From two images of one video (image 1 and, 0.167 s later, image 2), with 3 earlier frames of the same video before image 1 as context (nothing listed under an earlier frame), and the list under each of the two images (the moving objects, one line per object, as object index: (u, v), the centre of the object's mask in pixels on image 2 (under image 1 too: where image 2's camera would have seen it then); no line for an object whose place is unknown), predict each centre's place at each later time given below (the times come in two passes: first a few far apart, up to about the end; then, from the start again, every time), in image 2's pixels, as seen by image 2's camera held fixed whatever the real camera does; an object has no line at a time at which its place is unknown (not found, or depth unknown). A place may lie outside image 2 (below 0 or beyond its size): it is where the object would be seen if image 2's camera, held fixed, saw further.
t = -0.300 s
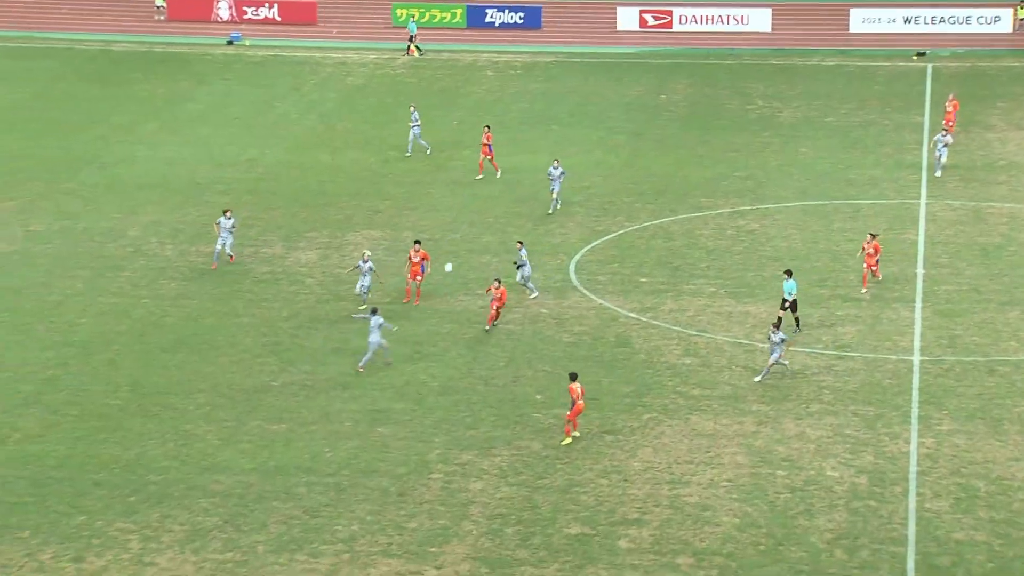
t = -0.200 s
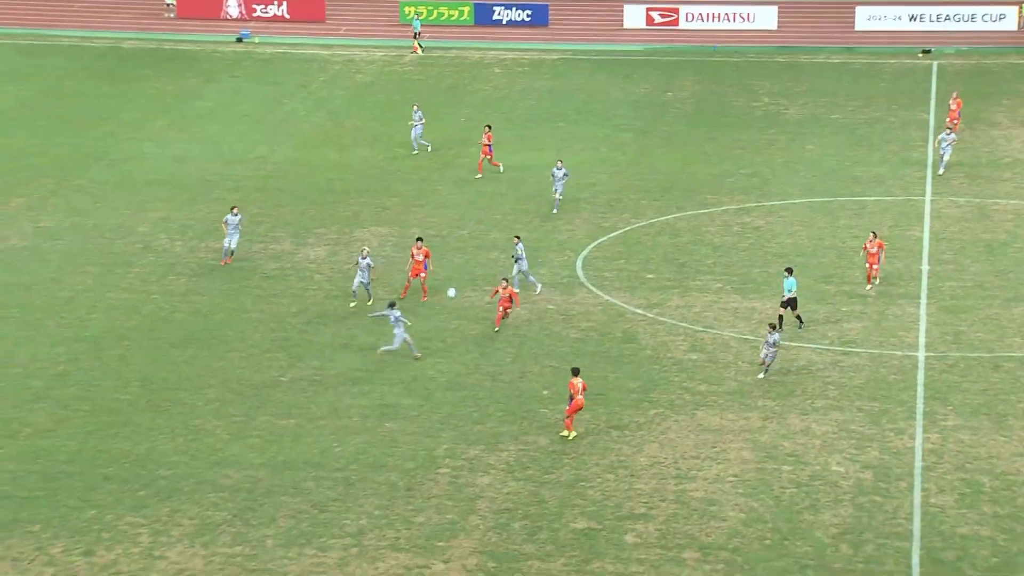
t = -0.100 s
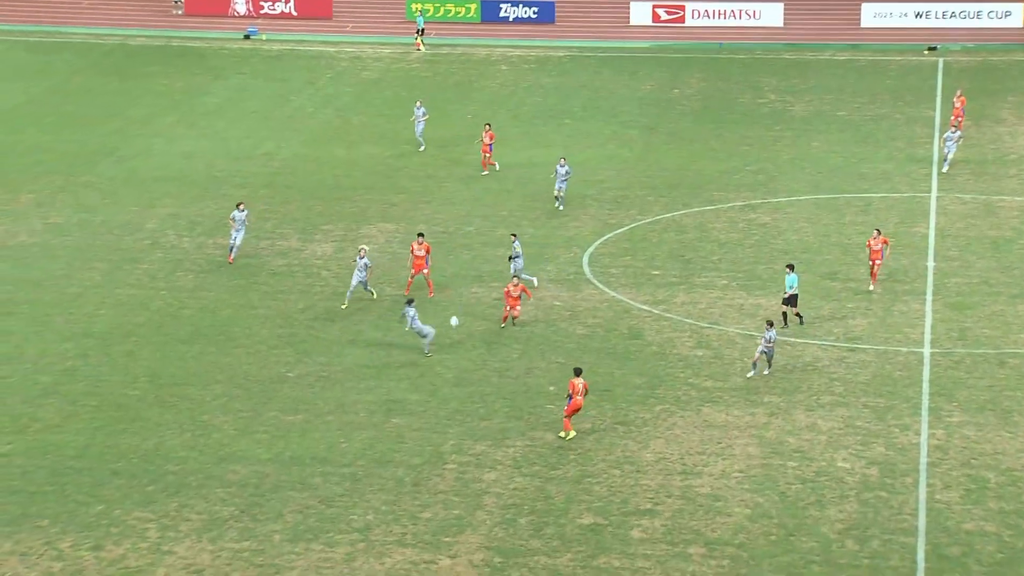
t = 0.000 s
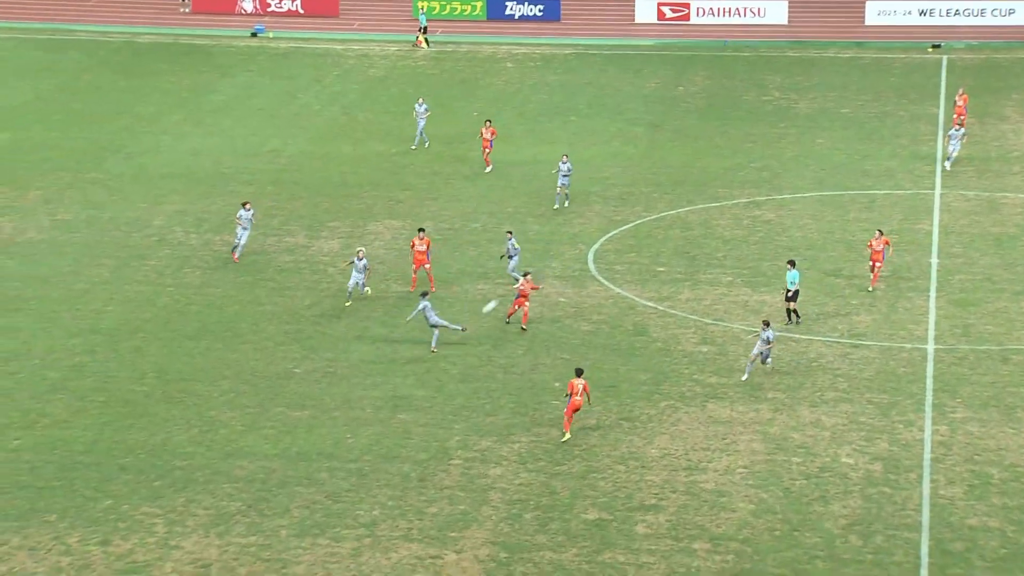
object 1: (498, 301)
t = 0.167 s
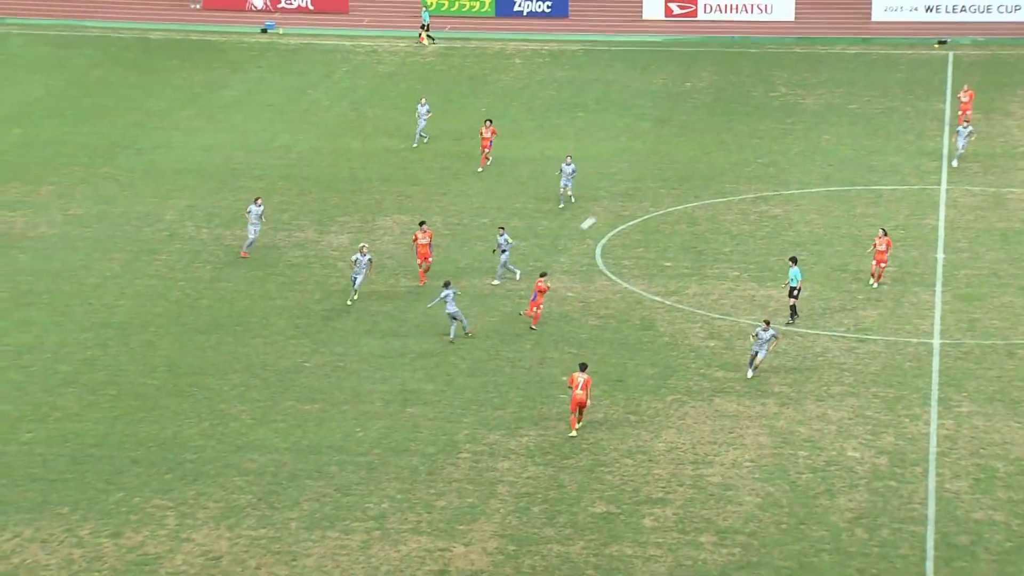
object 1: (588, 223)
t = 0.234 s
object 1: (621, 194)
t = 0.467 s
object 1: (729, 113)
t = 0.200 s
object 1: (604, 208)
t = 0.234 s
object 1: (621, 194)
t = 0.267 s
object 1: (637, 181)
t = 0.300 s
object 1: (653, 167)
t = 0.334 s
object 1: (669, 156)
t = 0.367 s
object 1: (685, 144)
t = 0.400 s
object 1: (699, 133)
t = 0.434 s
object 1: (715, 122)
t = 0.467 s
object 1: (729, 113)
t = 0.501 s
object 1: (744, 103)
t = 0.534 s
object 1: (758, 94)
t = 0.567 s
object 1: (772, 86)
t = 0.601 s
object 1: (785, 79)
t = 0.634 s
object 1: (798, 72)
